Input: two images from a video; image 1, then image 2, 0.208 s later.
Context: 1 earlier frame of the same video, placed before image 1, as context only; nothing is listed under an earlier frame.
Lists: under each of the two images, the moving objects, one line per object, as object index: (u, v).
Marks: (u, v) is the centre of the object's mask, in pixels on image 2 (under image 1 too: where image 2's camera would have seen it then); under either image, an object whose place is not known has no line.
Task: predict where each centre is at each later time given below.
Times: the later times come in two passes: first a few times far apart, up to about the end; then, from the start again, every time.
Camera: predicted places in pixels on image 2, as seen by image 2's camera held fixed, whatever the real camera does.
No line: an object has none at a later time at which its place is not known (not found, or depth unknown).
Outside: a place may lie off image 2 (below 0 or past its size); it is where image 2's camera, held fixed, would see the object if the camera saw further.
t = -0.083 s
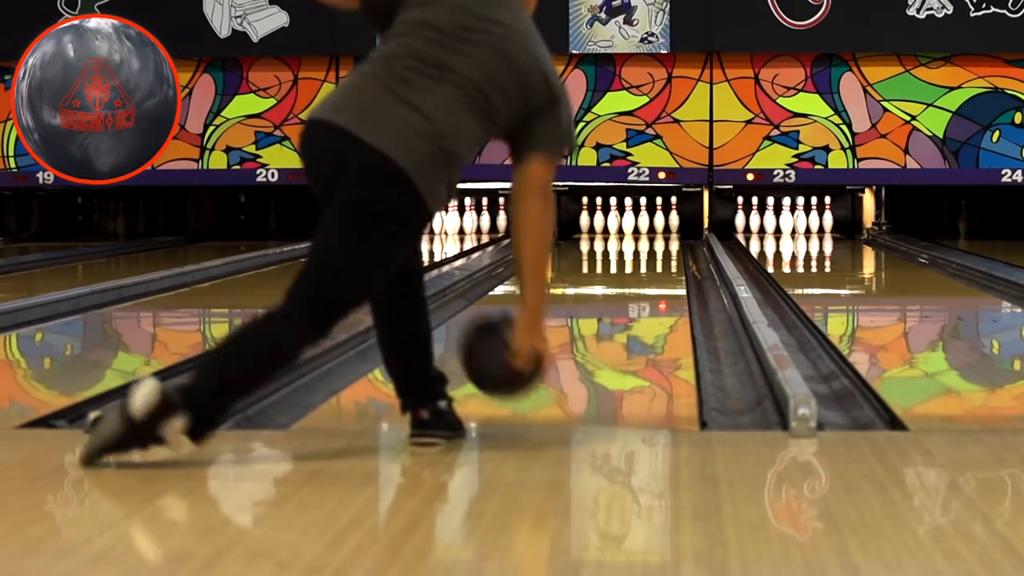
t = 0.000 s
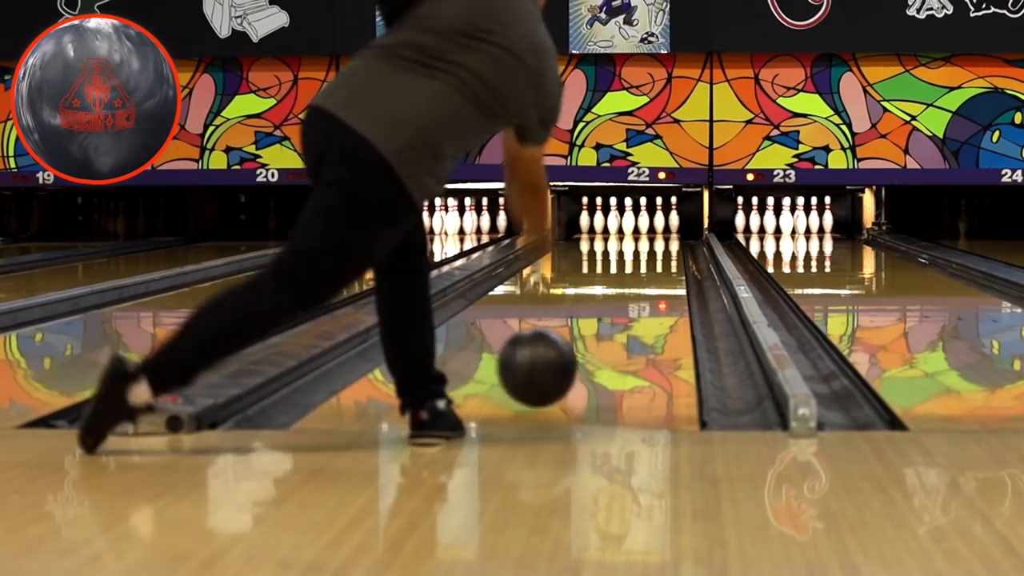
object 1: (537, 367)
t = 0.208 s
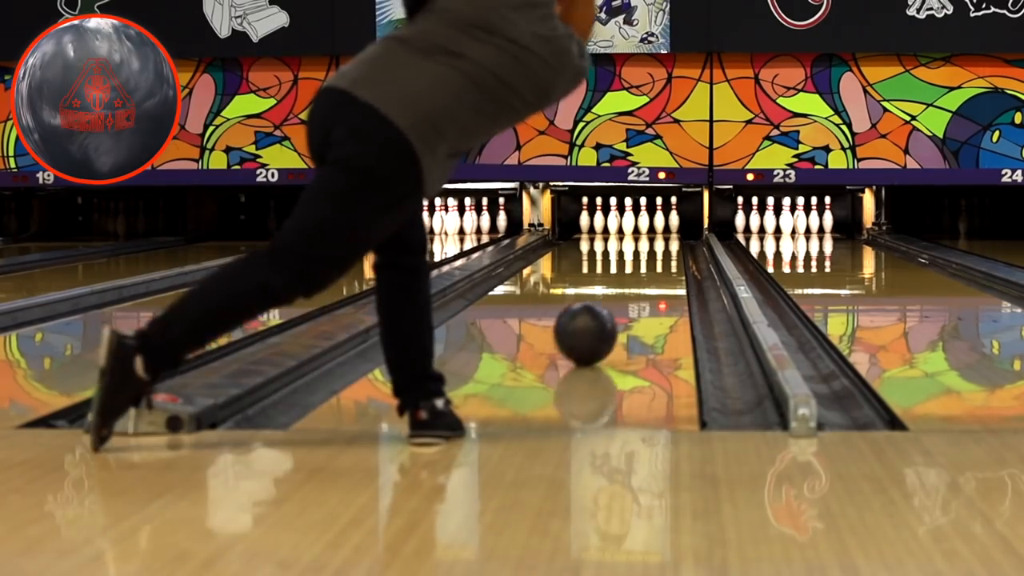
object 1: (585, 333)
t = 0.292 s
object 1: (599, 321)
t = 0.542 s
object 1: (630, 294)
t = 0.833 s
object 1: (652, 272)
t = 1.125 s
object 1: (665, 257)
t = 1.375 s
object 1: (669, 247)
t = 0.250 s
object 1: (592, 327)
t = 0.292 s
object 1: (599, 321)
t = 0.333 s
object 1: (606, 316)
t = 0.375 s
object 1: (611, 311)
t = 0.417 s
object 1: (616, 306)
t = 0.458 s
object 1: (622, 302)
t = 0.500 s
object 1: (626, 298)
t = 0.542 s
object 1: (630, 294)
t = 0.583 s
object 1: (634, 290)
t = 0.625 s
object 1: (638, 287)
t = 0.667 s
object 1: (641, 283)
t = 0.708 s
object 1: (644, 280)
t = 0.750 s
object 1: (647, 278)
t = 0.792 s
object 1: (650, 275)
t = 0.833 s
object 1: (652, 272)
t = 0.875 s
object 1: (655, 270)
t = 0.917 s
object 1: (657, 267)
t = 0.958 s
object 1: (659, 265)
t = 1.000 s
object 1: (661, 263)
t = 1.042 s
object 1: (662, 260)
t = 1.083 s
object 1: (663, 258)
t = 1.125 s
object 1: (665, 257)
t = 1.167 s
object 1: (666, 255)
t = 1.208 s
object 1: (667, 253)
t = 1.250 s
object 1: (667, 252)
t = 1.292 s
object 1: (668, 250)
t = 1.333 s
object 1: (669, 248)
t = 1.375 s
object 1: (669, 247)
